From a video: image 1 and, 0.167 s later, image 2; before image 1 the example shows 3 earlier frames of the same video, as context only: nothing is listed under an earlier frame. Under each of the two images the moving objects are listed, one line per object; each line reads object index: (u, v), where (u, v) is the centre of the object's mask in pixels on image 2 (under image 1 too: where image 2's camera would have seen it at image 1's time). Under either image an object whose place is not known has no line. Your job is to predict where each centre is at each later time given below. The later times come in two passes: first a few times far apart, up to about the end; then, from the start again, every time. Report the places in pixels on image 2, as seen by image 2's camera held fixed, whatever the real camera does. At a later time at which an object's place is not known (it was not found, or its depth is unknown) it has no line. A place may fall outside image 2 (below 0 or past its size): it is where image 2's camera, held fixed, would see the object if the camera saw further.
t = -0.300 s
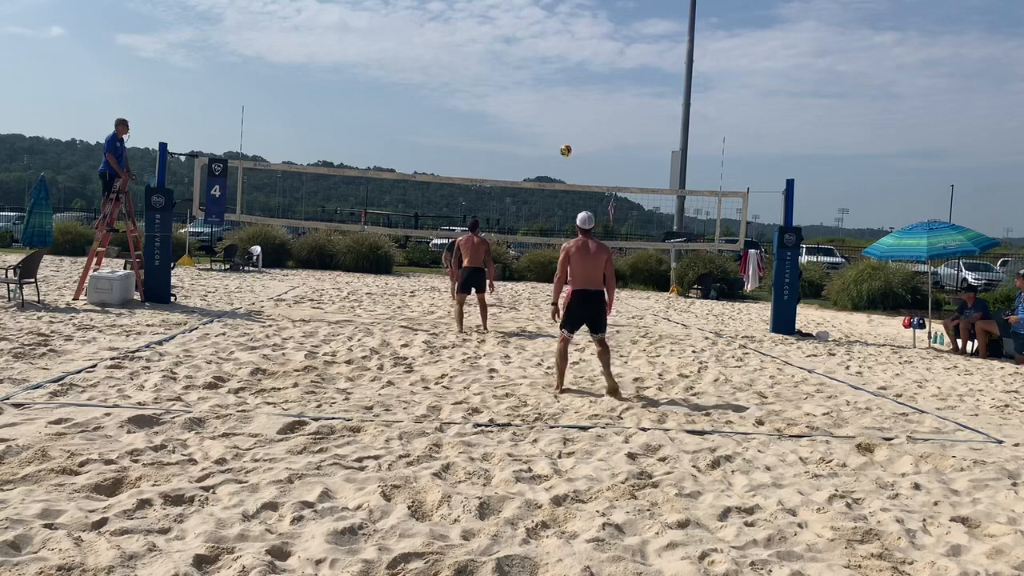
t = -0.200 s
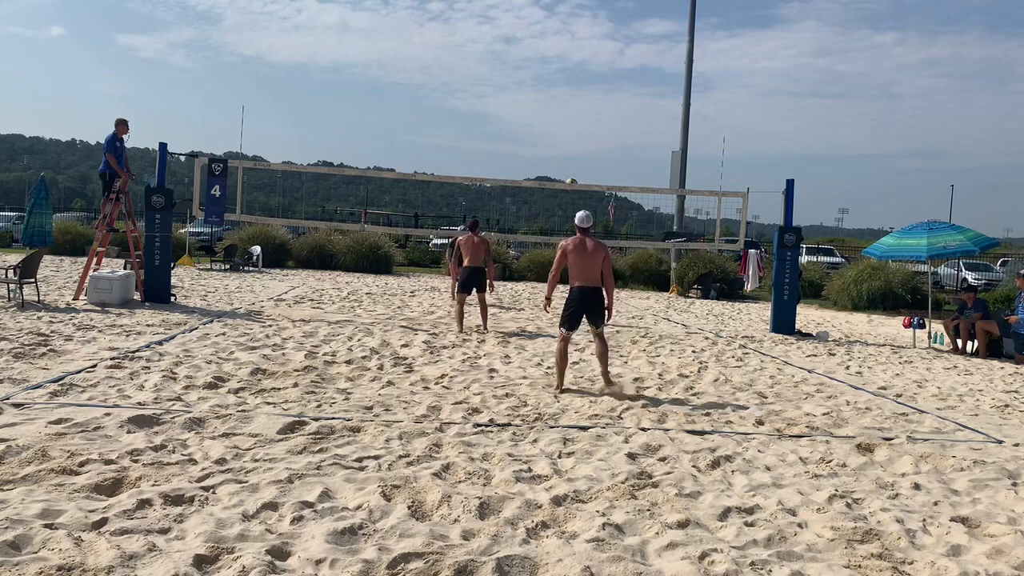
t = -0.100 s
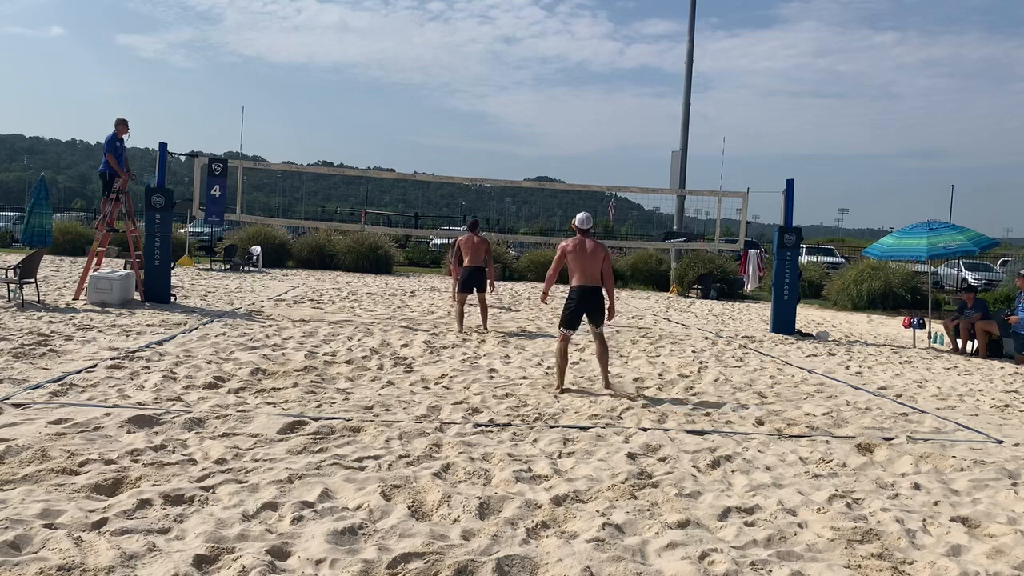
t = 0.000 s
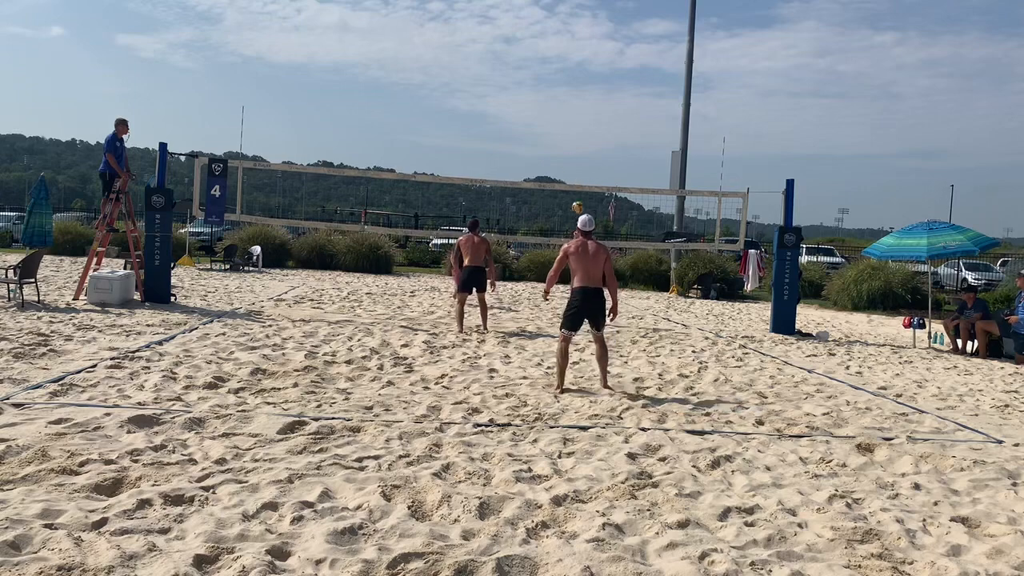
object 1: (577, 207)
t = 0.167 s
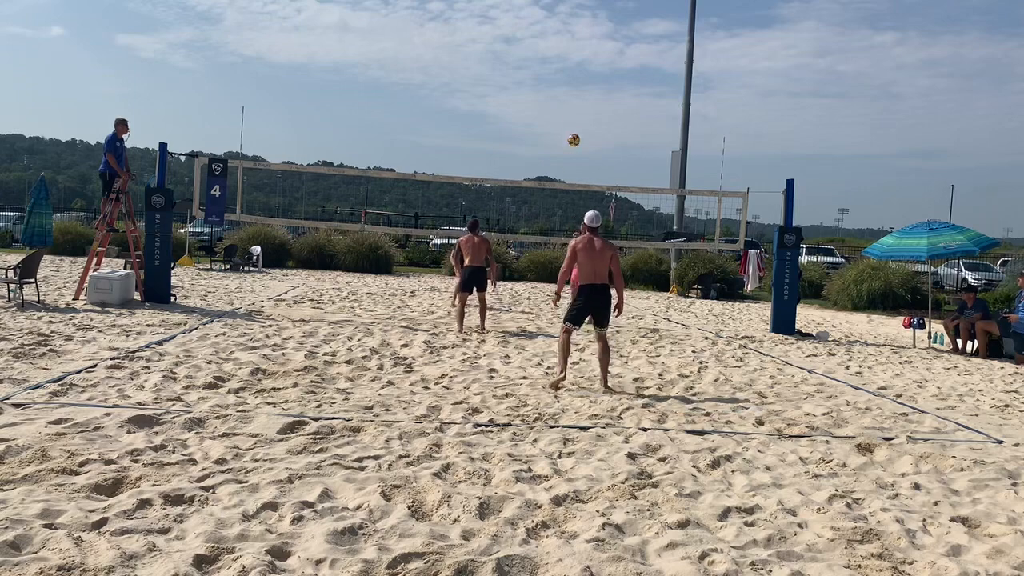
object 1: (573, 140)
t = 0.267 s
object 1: (570, 107)
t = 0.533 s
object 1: (559, 48)
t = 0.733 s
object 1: (549, 32)
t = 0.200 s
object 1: (573, 128)
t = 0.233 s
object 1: (571, 117)
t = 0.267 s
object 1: (570, 107)
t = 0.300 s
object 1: (569, 97)
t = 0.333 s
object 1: (568, 89)
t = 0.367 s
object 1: (567, 80)
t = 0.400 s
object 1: (565, 72)
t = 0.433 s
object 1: (564, 65)
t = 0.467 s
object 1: (562, 59)
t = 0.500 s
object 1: (561, 53)
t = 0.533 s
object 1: (559, 48)
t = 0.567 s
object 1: (558, 44)
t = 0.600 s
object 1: (556, 40)
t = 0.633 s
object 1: (555, 38)
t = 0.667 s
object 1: (553, 35)
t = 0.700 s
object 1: (551, 33)
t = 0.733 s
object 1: (549, 32)
